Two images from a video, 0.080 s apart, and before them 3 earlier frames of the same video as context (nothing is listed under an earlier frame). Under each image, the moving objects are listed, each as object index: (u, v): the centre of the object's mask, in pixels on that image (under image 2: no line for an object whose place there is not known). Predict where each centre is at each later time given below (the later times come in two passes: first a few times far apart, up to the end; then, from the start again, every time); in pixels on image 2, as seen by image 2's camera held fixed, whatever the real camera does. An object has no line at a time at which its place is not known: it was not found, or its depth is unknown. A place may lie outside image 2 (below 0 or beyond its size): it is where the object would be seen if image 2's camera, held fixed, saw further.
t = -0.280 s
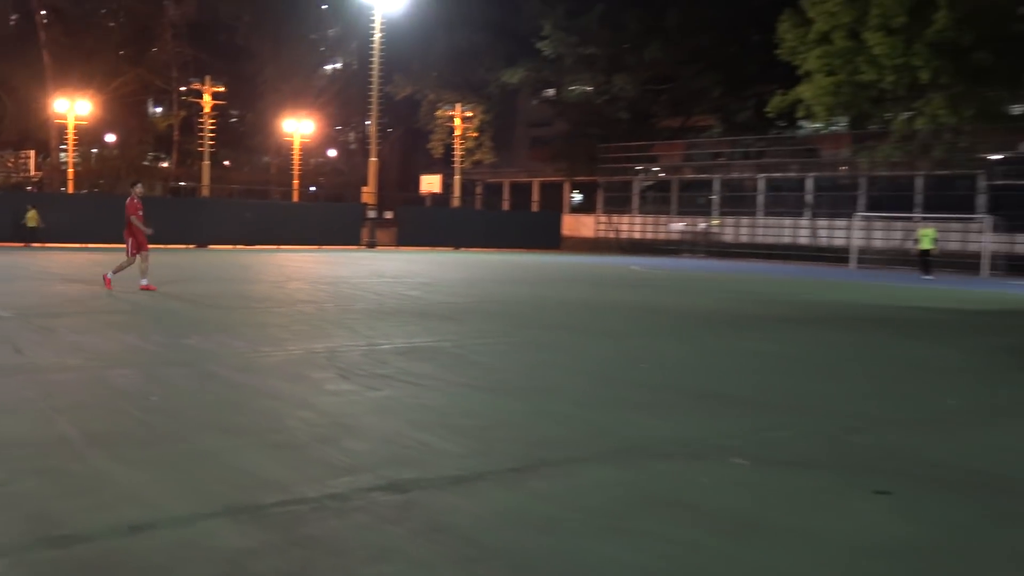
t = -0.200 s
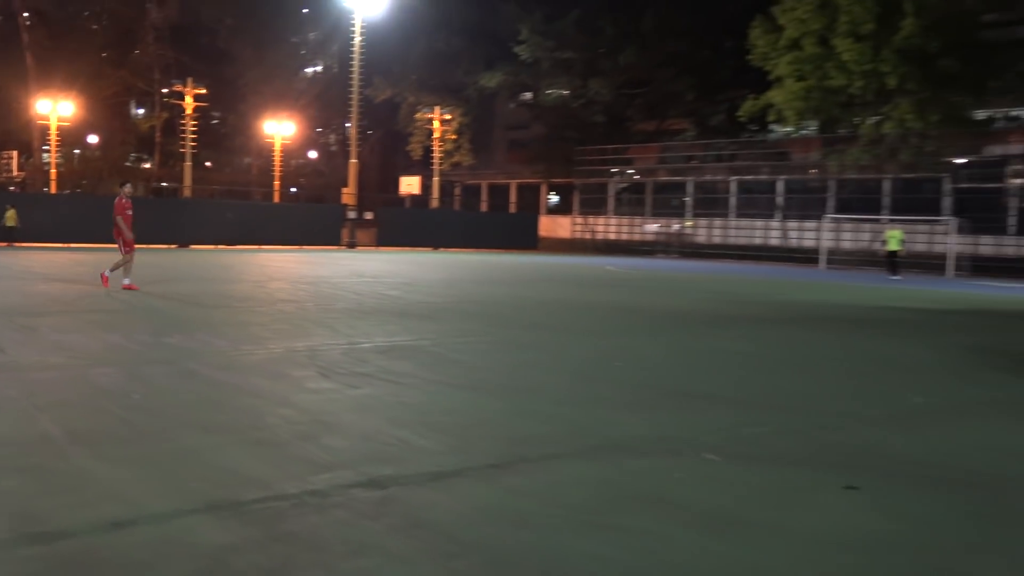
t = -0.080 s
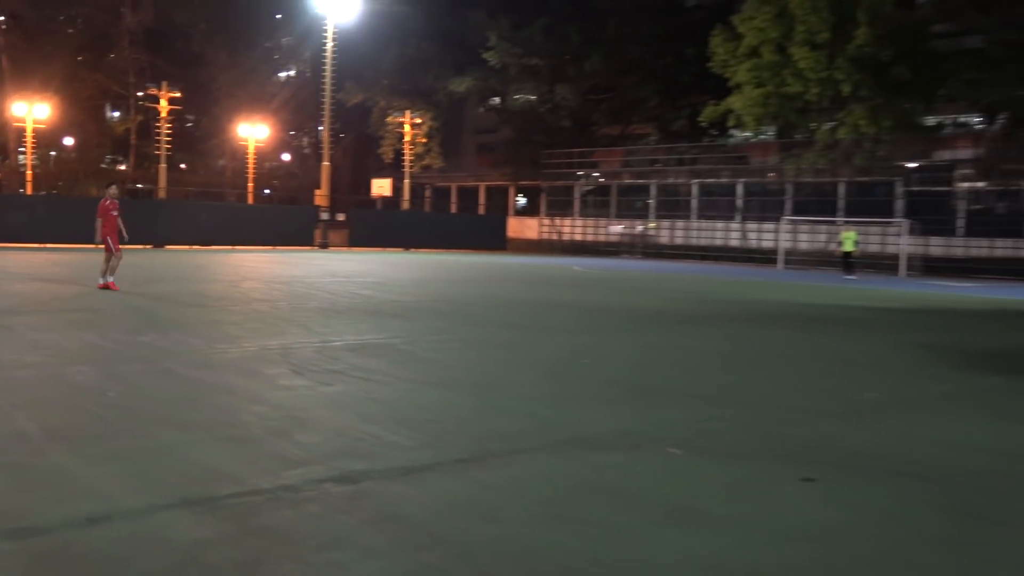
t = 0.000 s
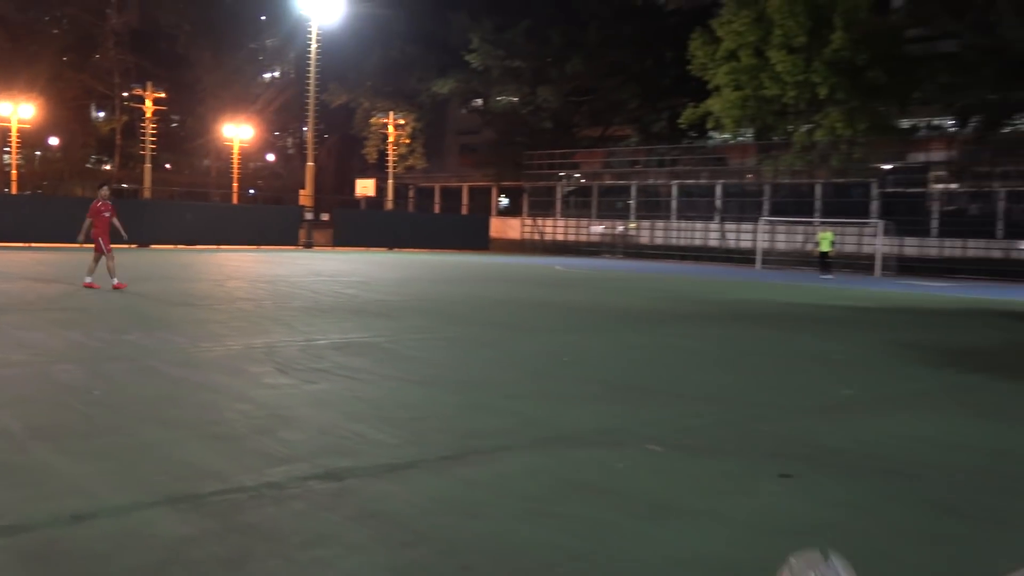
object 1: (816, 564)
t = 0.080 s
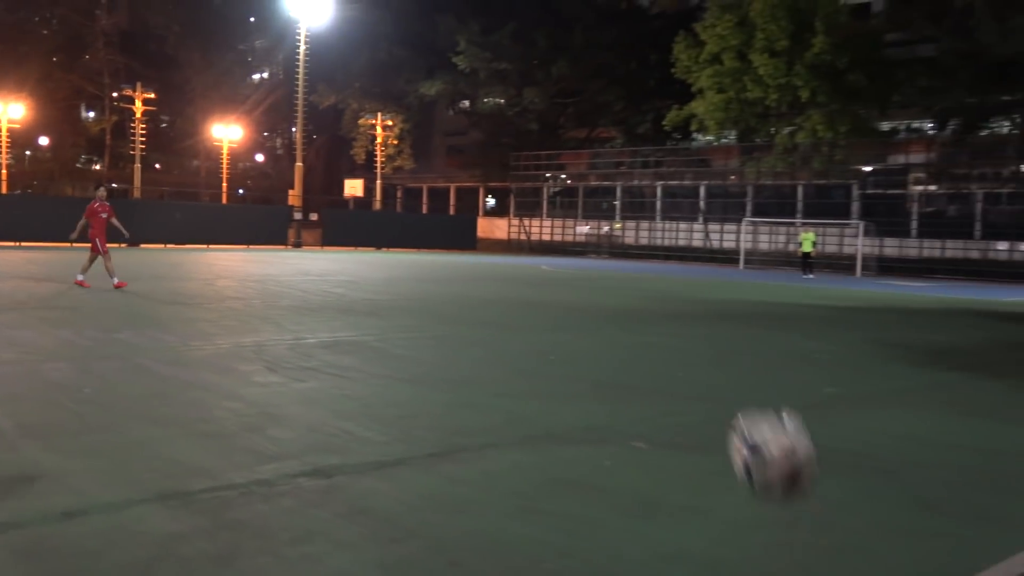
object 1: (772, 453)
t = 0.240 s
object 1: (705, 220)
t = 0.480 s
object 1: (591, 73)
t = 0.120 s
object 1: (757, 392)
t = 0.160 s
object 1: (741, 330)
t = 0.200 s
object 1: (724, 276)
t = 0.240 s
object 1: (705, 220)
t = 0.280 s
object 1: (687, 179)
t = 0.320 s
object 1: (669, 148)
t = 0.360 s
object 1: (650, 118)
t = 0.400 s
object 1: (631, 95)
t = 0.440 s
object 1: (611, 81)
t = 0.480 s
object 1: (591, 73)
